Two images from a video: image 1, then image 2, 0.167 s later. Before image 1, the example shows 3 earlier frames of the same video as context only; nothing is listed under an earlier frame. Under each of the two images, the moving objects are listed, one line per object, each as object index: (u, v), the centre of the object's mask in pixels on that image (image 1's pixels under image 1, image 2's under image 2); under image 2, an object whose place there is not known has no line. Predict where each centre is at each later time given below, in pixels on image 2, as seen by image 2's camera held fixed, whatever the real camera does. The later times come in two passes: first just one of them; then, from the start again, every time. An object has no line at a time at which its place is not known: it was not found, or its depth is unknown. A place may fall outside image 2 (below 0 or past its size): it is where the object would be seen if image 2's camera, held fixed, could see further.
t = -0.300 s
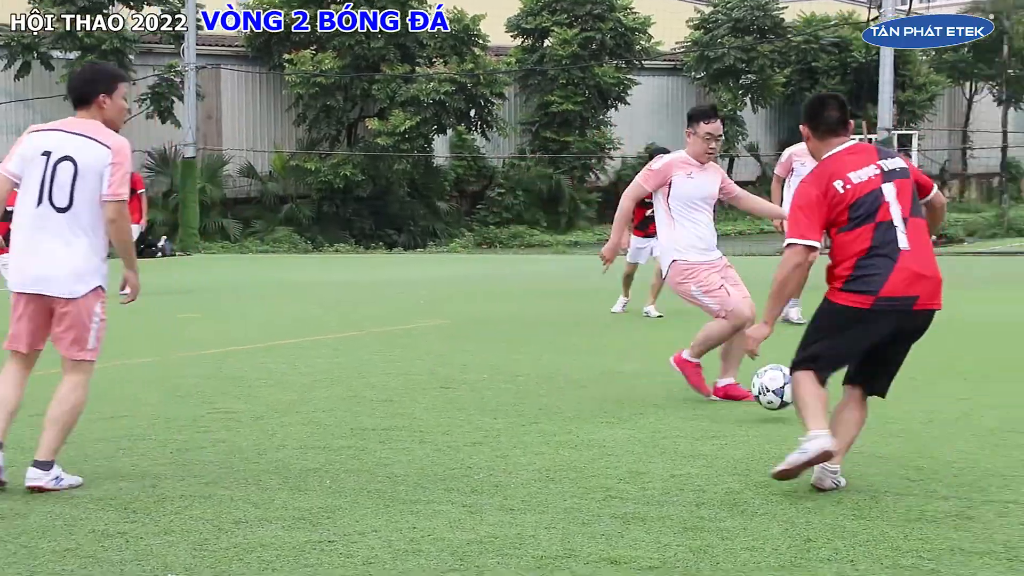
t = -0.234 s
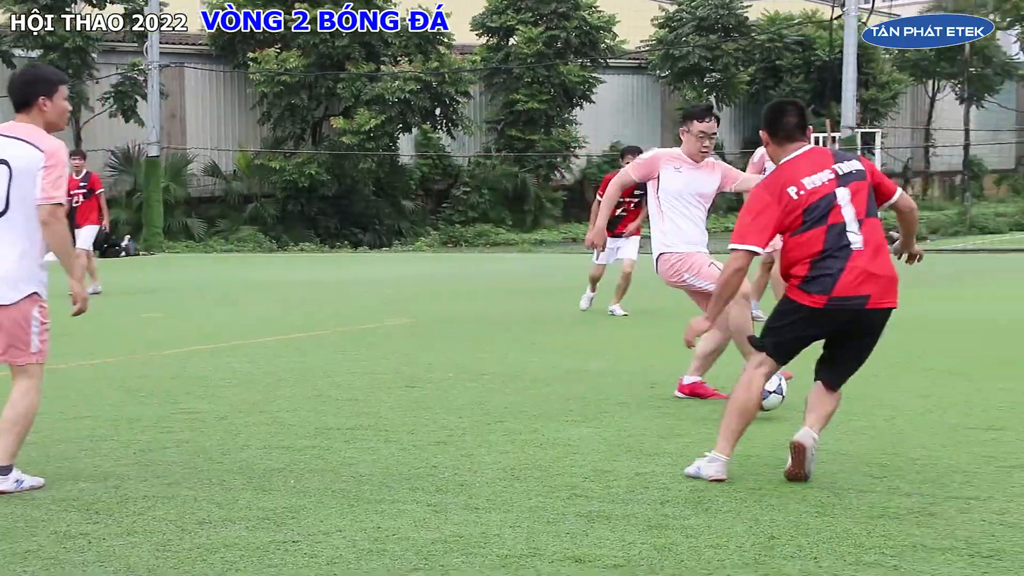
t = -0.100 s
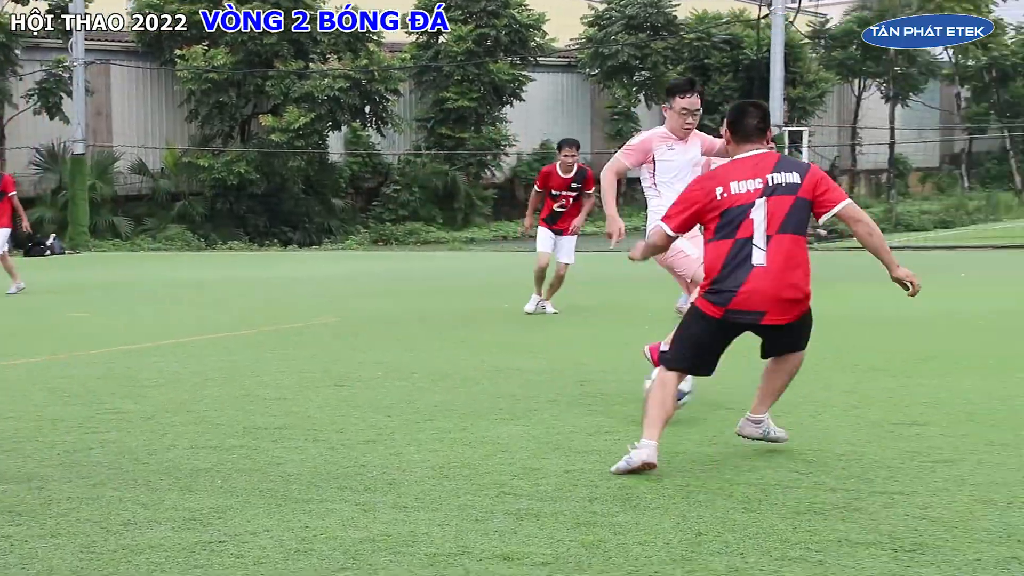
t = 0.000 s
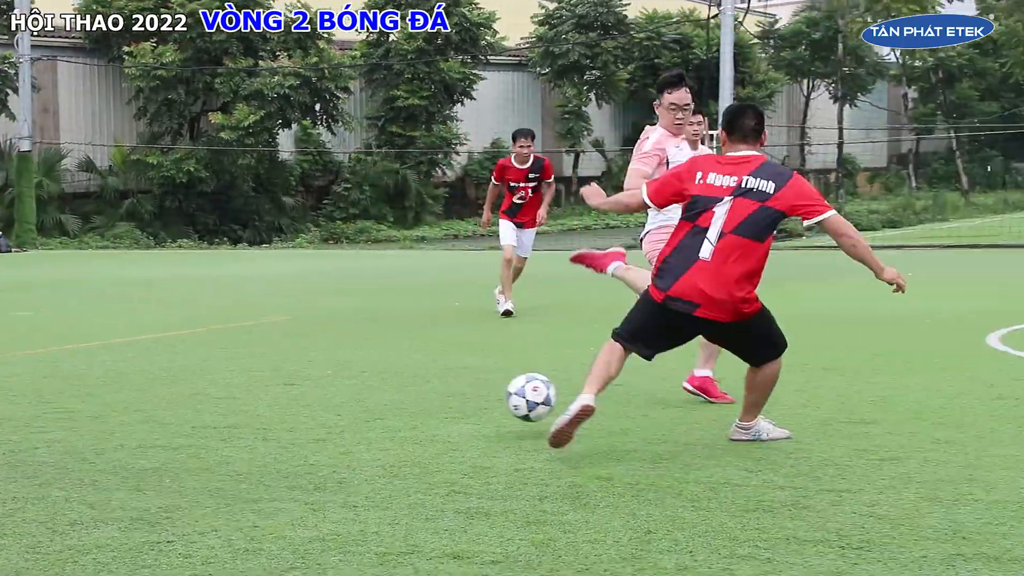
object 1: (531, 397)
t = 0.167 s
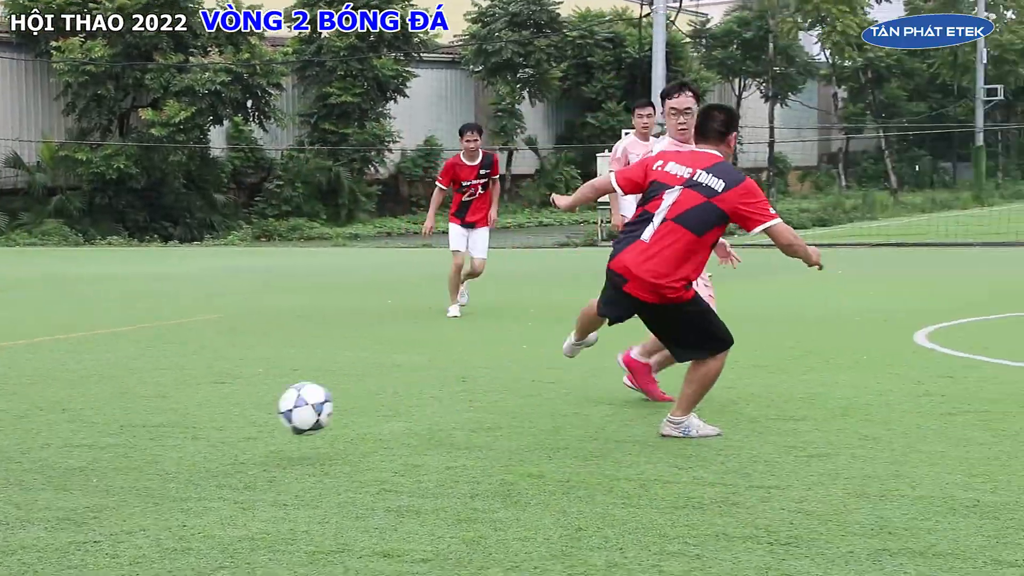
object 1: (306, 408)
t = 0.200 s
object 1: (272, 419)
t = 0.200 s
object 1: (272, 419)
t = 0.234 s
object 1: (237, 434)
